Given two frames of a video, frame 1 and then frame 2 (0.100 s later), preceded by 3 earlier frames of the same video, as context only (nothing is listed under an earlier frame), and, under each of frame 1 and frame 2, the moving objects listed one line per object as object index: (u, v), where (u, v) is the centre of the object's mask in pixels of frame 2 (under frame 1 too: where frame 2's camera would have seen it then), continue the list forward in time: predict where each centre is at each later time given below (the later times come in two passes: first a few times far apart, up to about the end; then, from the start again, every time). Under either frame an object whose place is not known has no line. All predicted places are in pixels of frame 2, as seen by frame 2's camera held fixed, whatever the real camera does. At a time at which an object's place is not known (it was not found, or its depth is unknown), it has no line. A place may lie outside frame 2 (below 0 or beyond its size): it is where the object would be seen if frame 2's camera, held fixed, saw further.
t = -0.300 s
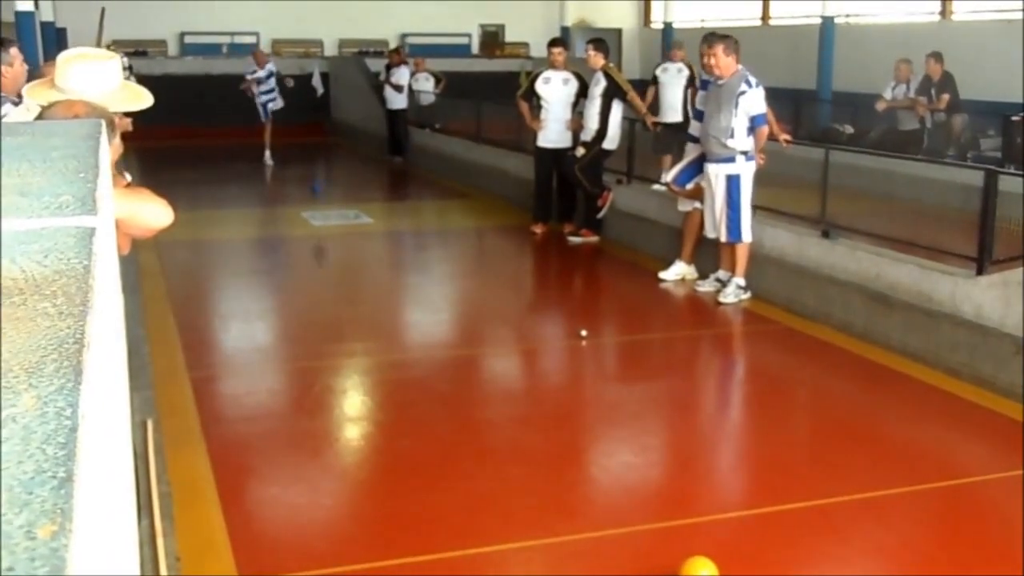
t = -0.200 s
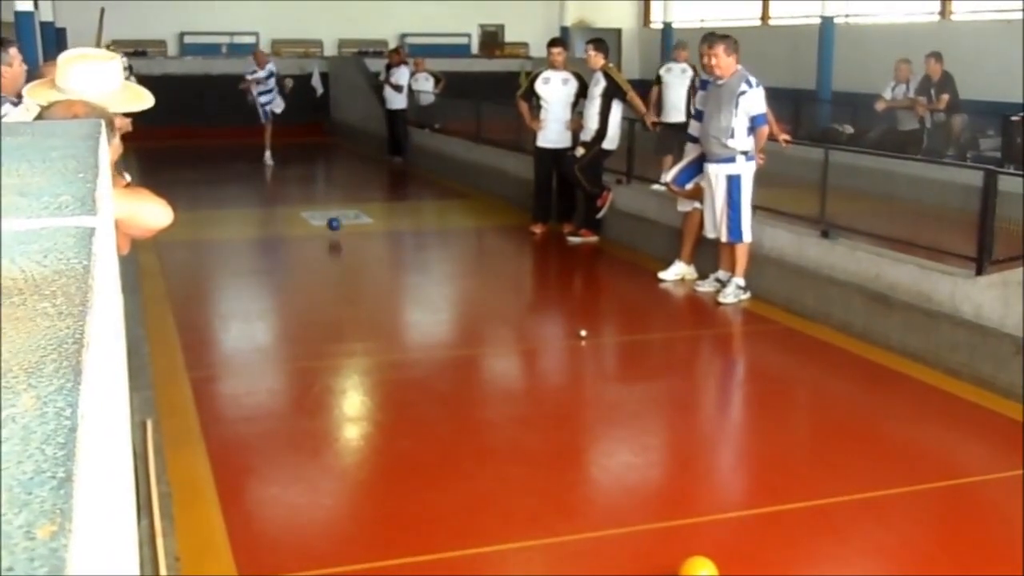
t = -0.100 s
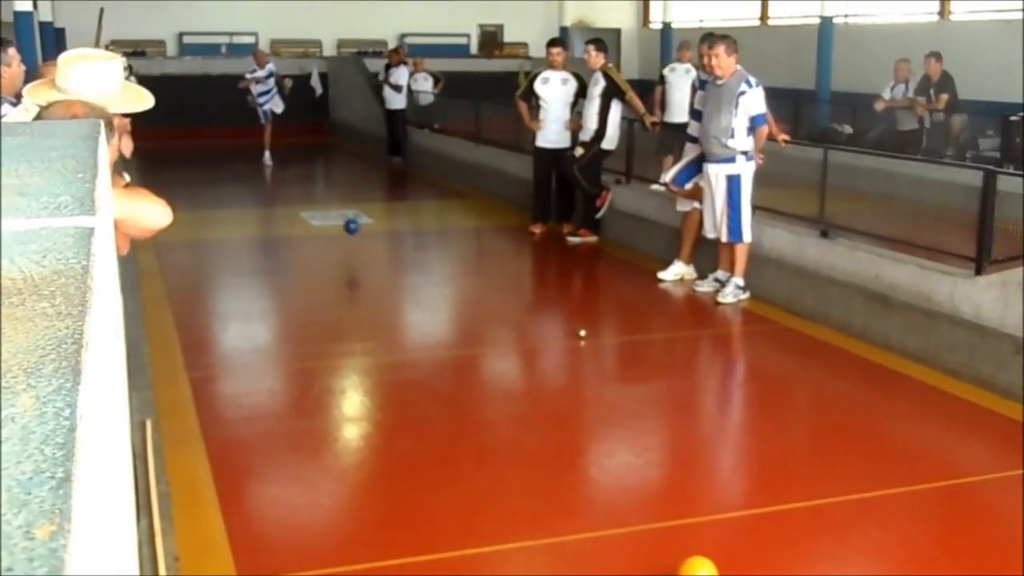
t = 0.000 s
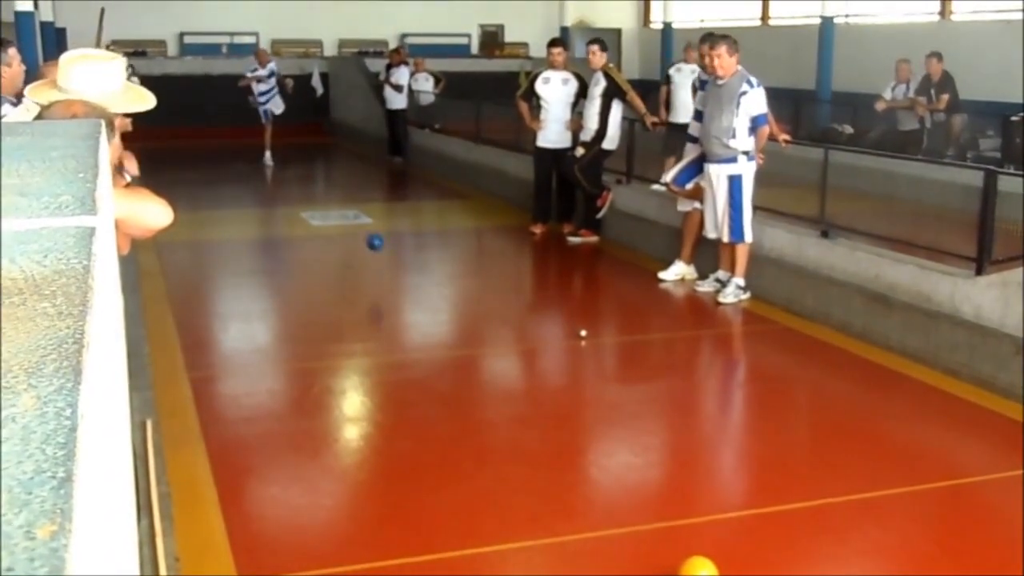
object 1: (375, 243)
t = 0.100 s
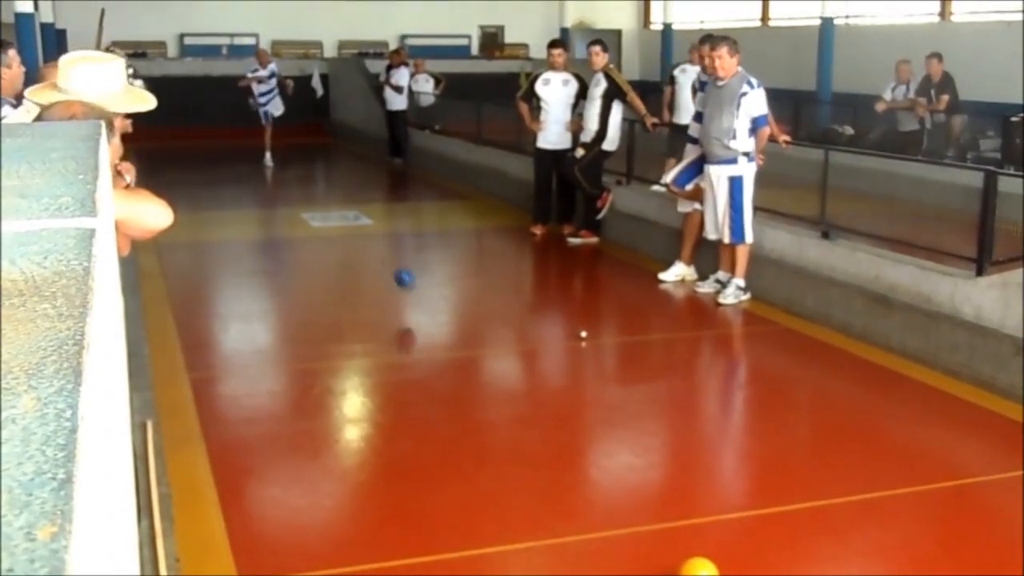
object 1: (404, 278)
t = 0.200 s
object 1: (442, 329)
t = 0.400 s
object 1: (555, 431)
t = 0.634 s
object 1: (714, 496)
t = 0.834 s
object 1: (780, 486)
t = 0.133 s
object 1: (415, 295)
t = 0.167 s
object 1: (428, 315)
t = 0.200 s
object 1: (442, 329)
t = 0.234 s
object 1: (457, 338)
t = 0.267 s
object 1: (472, 348)
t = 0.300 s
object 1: (488, 362)
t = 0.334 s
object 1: (508, 381)
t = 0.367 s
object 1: (530, 403)
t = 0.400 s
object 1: (555, 431)
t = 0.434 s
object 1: (582, 465)
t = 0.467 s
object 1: (613, 491)
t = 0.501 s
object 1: (650, 520)
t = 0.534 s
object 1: (684, 544)
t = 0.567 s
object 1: (694, 526)
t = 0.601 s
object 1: (704, 510)
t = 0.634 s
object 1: (714, 496)
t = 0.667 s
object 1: (724, 486)
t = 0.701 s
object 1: (735, 479)
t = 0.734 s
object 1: (746, 476)
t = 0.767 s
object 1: (757, 475)
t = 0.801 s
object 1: (769, 479)
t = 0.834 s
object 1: (780, 486)
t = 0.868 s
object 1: (792, 498)
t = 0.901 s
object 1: (804, 515)
